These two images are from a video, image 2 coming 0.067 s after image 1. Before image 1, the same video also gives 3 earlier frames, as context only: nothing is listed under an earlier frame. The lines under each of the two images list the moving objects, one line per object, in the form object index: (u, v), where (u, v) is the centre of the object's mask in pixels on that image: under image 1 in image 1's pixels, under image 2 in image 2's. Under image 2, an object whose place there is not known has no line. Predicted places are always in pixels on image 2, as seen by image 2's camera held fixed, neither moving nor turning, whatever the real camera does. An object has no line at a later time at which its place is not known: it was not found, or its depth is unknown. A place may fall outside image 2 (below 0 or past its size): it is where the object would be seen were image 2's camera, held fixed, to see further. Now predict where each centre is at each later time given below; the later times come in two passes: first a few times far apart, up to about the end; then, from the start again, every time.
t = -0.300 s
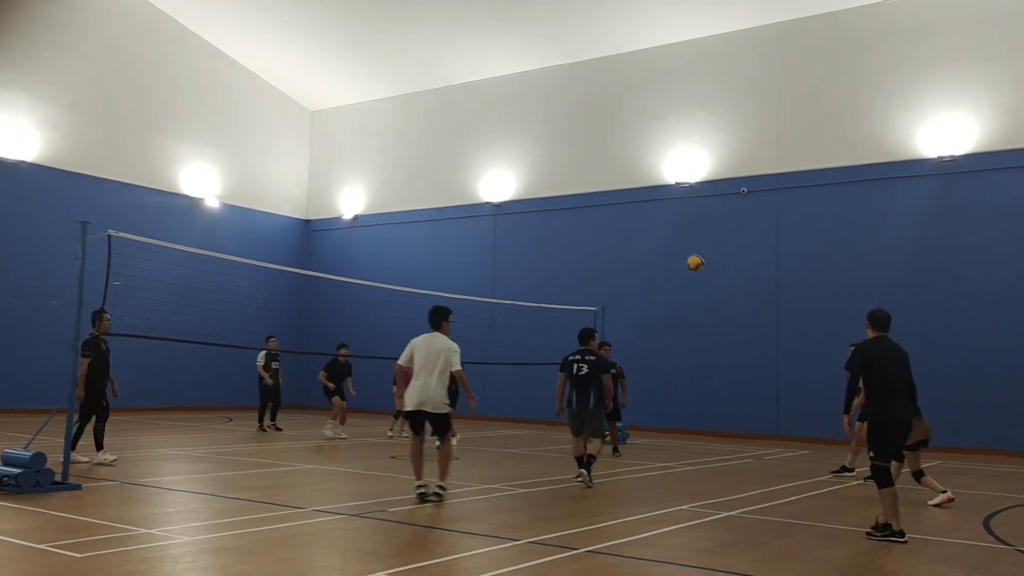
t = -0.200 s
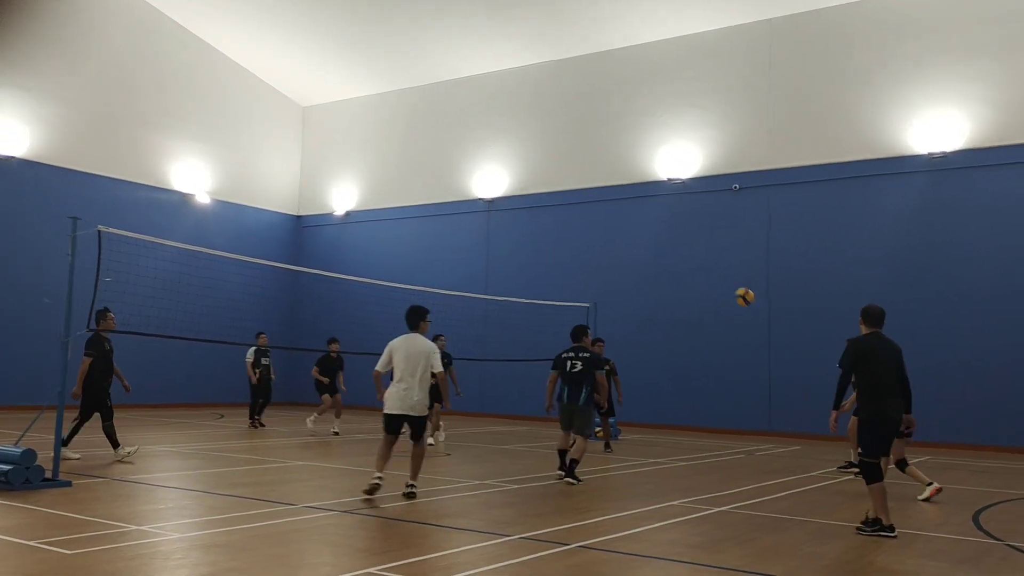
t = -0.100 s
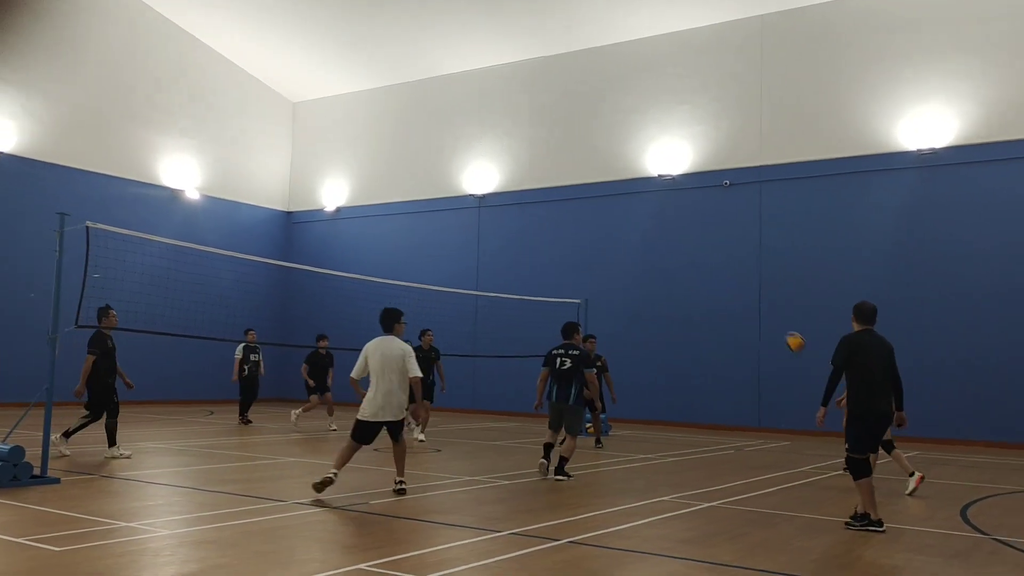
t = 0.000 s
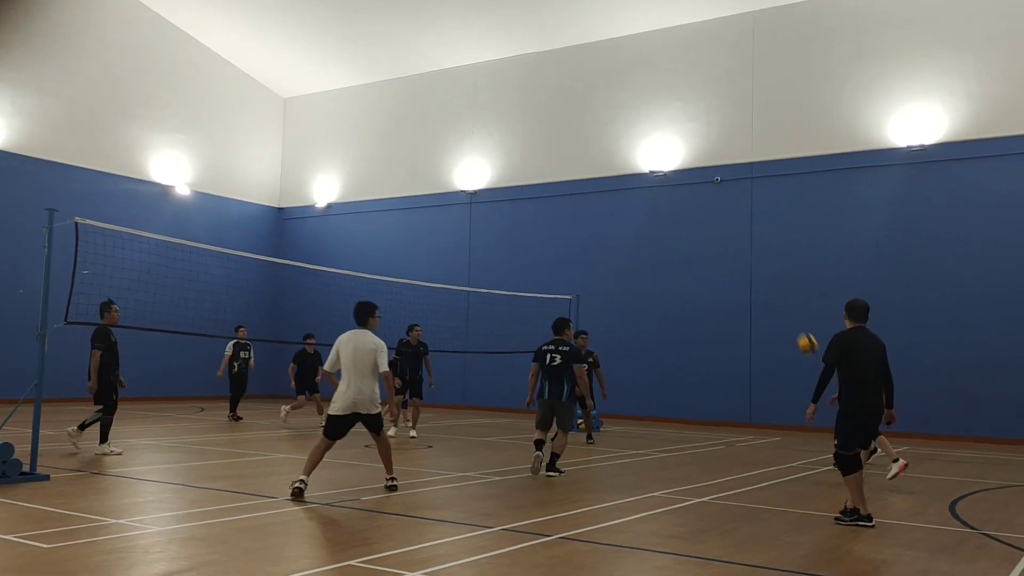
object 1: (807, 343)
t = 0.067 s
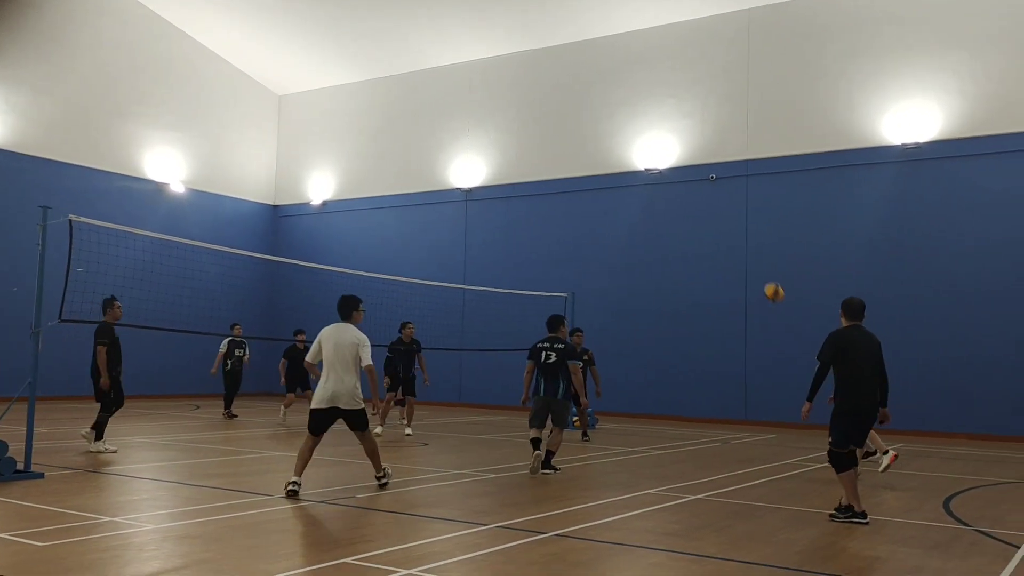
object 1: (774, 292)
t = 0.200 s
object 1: (722, 211)
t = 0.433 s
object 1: (640, 117)
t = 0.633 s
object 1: (579, 75)
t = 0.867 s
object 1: (516, 65)
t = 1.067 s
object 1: (466, 86)
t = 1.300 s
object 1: (411, 140)
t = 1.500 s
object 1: (367, 208)
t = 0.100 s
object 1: (761, 270)
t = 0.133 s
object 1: (747, 249)
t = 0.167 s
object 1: (734, 229)
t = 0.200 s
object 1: (722, 211)
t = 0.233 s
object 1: (710, 195)
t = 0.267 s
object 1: (697, 179)
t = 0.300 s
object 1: (685, 165)
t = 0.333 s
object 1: (674, 151)
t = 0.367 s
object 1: (663, 139)
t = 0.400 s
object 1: (651, 127)
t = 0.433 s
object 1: (640, 117)
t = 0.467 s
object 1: (630, 108)
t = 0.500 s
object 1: (619, 100)
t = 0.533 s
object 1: (609, 92)
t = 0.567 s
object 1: (599, 86)
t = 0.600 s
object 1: (589, 80)
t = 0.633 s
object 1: (579, 75)
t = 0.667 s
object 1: (570, 72)
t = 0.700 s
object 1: (561, 69)
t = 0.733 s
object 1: (551, 67)
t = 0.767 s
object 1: (542, 65)
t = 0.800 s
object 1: (534, 64)
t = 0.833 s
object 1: (525, 65)
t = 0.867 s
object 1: (516, 65)
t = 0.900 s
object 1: (508, 67)
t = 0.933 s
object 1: (499, 70)
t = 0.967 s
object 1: (491, 73)
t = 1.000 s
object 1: (483, 76)
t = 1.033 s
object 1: (474, 81)
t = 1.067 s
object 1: (466, 86)
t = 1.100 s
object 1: (458, 92)
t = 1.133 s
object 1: (449, 98)
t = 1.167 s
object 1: (442, 105)
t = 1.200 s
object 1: (434, 112)
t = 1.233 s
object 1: (426, 121)
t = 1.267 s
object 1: (419, 130)
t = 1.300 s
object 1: (411, 140)
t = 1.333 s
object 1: (404, 149)
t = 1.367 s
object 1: (397, 160)
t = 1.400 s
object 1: (389, 172)
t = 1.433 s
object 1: (382, 183)
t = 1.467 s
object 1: (375, 195)
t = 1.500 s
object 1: (367, 208)
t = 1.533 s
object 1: (360, 221)
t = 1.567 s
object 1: (353, 236)
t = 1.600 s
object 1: (346, 250)
